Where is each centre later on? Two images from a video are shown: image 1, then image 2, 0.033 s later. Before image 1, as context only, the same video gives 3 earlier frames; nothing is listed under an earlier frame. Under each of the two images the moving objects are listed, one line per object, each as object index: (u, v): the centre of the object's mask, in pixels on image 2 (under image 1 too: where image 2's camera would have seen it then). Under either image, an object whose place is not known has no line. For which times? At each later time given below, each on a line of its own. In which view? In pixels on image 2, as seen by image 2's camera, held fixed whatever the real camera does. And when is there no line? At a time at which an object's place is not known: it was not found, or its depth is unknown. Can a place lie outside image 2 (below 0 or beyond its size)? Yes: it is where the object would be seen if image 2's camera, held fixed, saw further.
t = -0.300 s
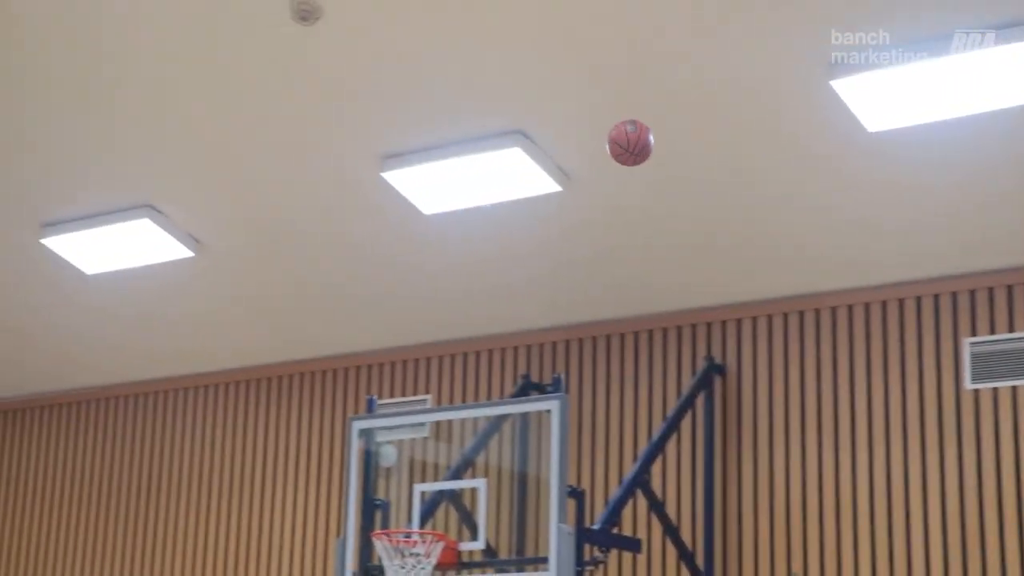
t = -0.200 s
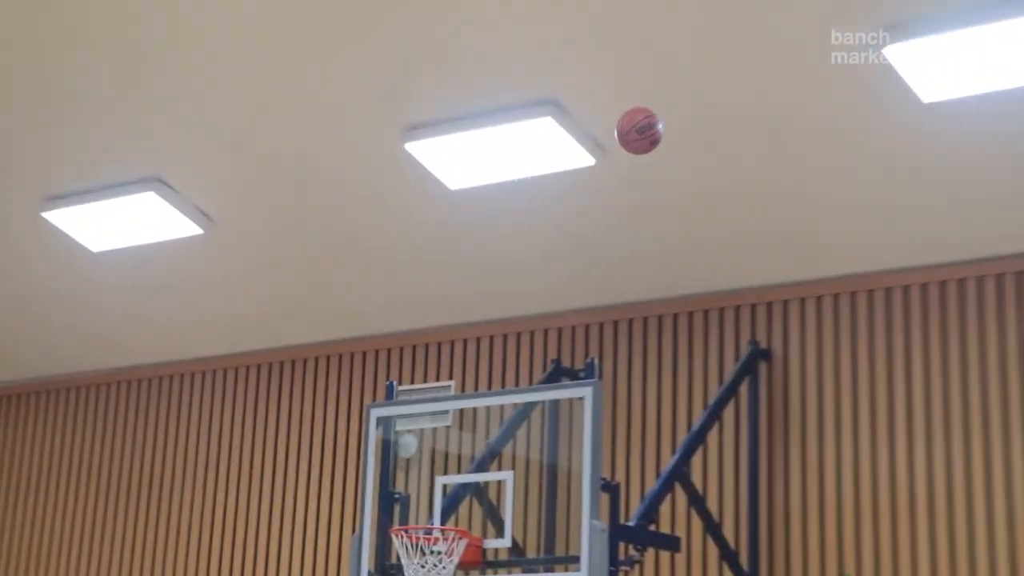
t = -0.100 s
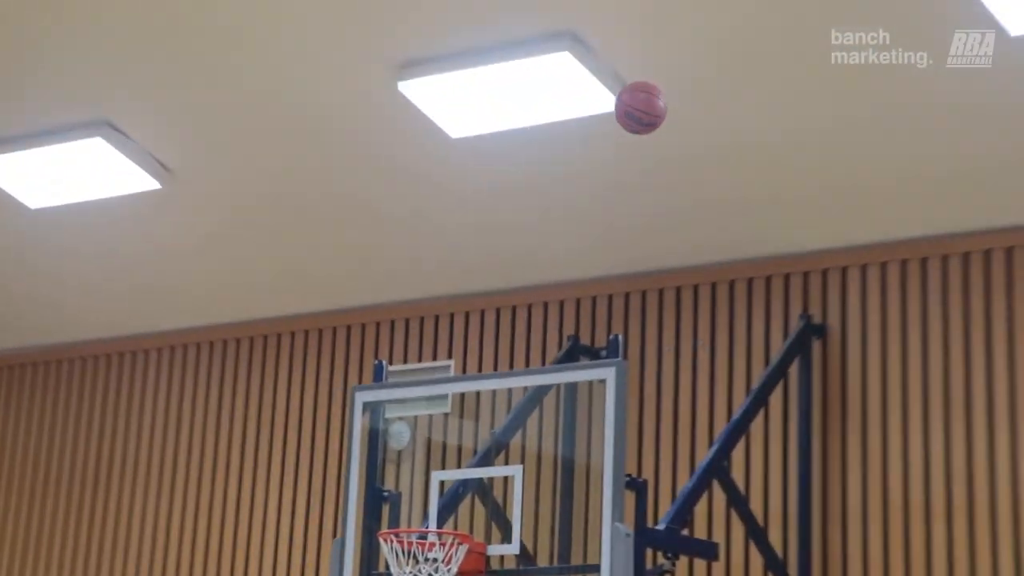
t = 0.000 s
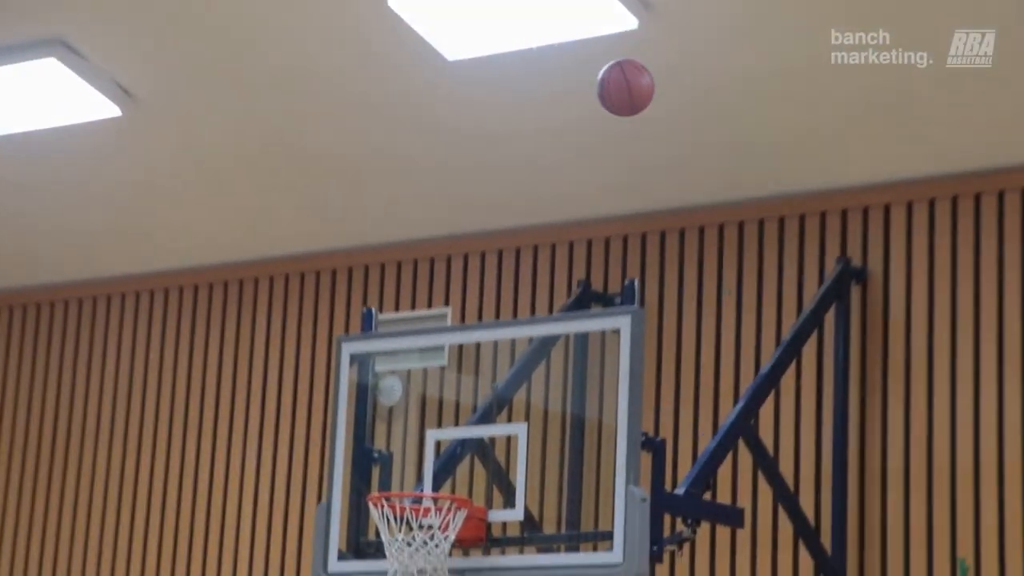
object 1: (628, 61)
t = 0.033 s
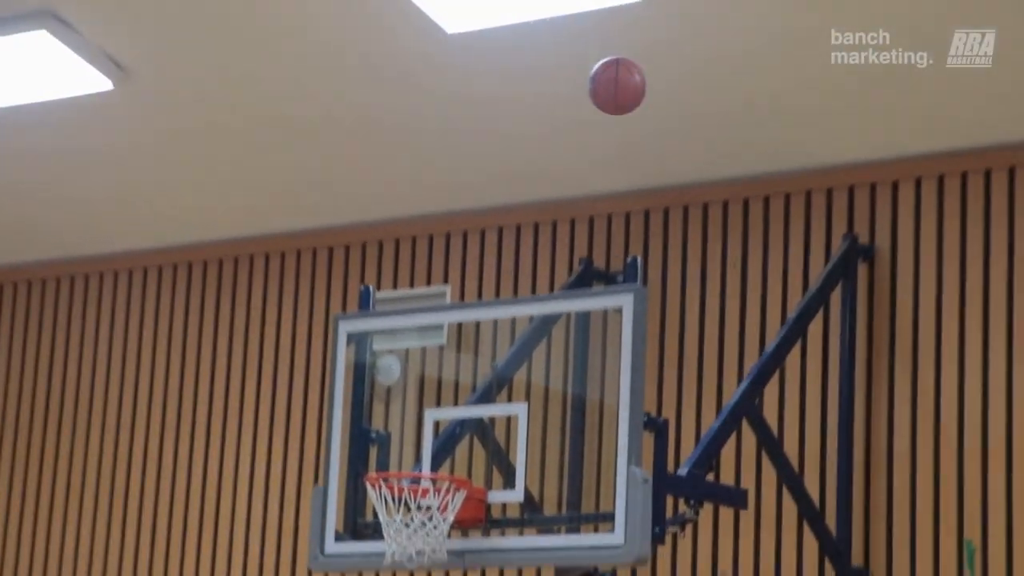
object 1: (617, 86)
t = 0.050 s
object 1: (611, 99)
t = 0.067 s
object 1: (606, 112)
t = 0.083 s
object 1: (600, 126)
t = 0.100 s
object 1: (595, 140)
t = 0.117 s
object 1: (589, 155)
